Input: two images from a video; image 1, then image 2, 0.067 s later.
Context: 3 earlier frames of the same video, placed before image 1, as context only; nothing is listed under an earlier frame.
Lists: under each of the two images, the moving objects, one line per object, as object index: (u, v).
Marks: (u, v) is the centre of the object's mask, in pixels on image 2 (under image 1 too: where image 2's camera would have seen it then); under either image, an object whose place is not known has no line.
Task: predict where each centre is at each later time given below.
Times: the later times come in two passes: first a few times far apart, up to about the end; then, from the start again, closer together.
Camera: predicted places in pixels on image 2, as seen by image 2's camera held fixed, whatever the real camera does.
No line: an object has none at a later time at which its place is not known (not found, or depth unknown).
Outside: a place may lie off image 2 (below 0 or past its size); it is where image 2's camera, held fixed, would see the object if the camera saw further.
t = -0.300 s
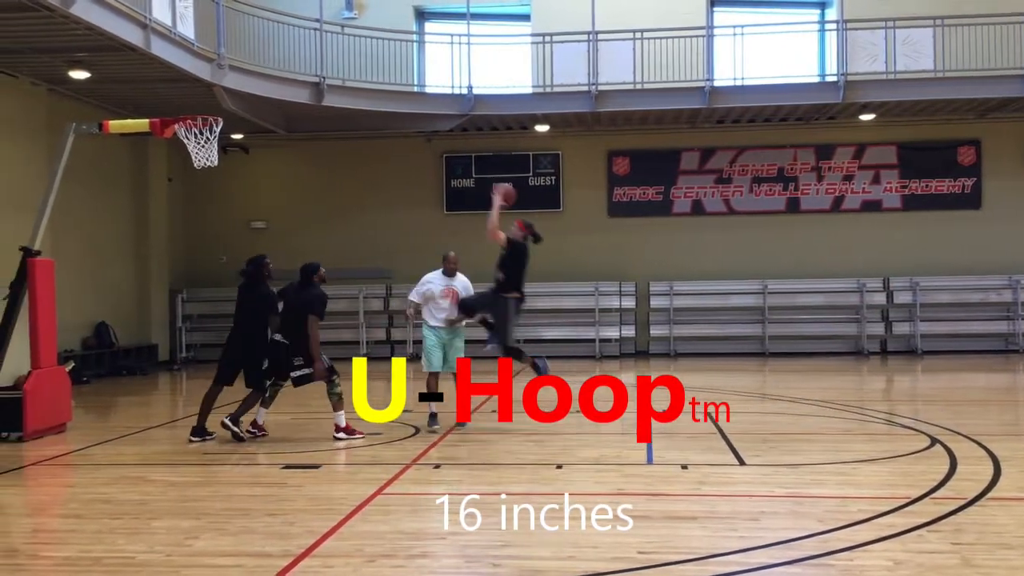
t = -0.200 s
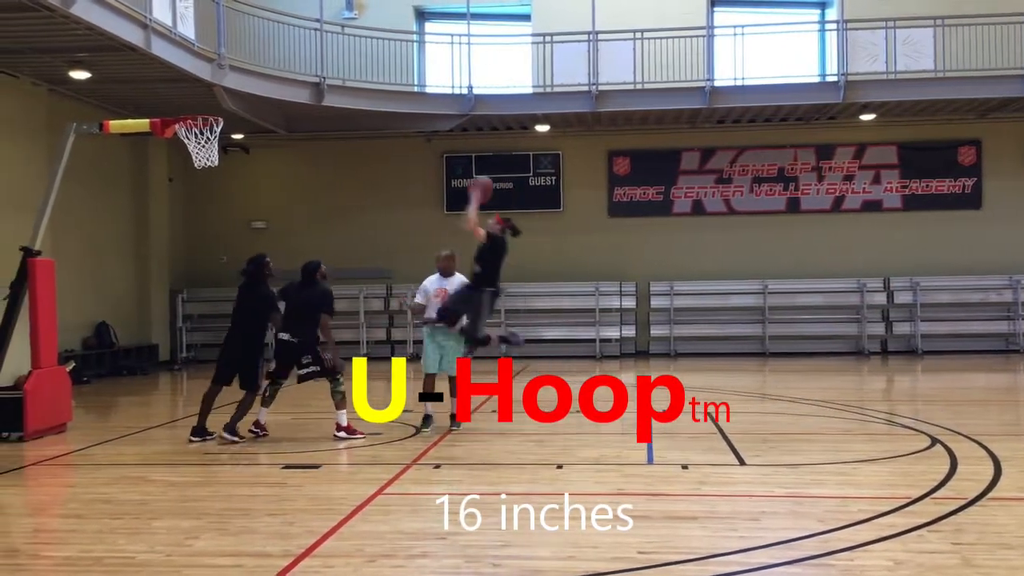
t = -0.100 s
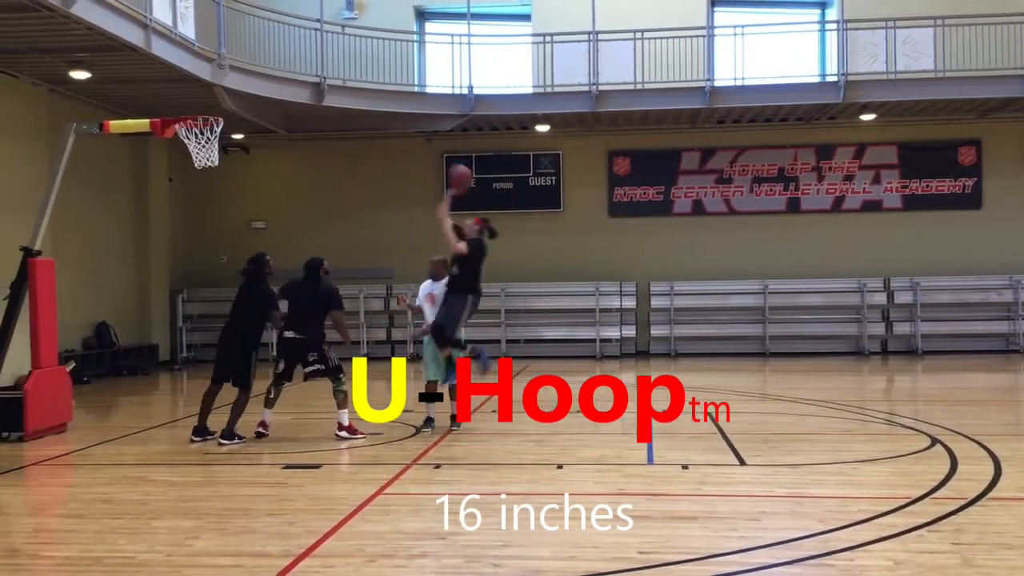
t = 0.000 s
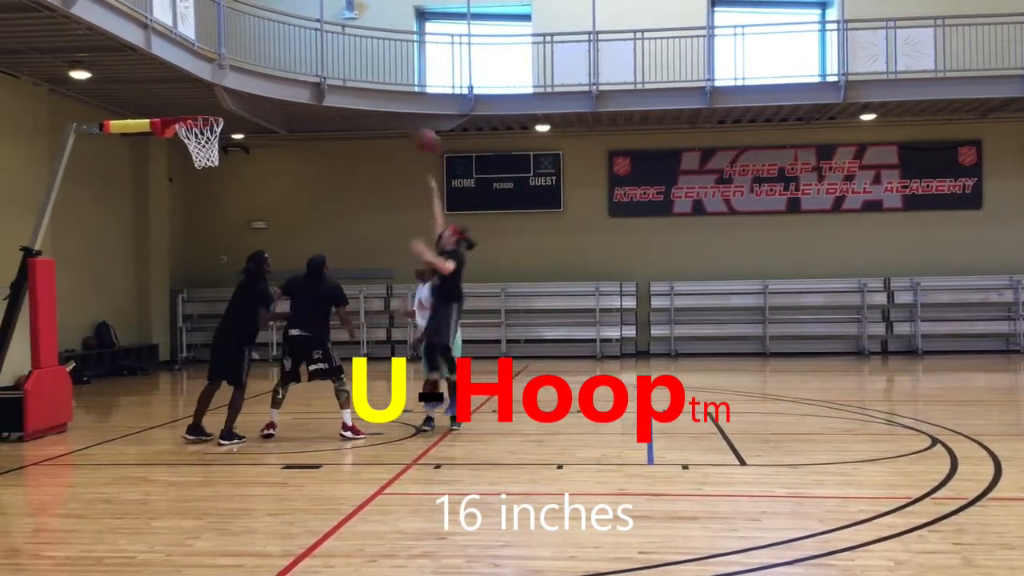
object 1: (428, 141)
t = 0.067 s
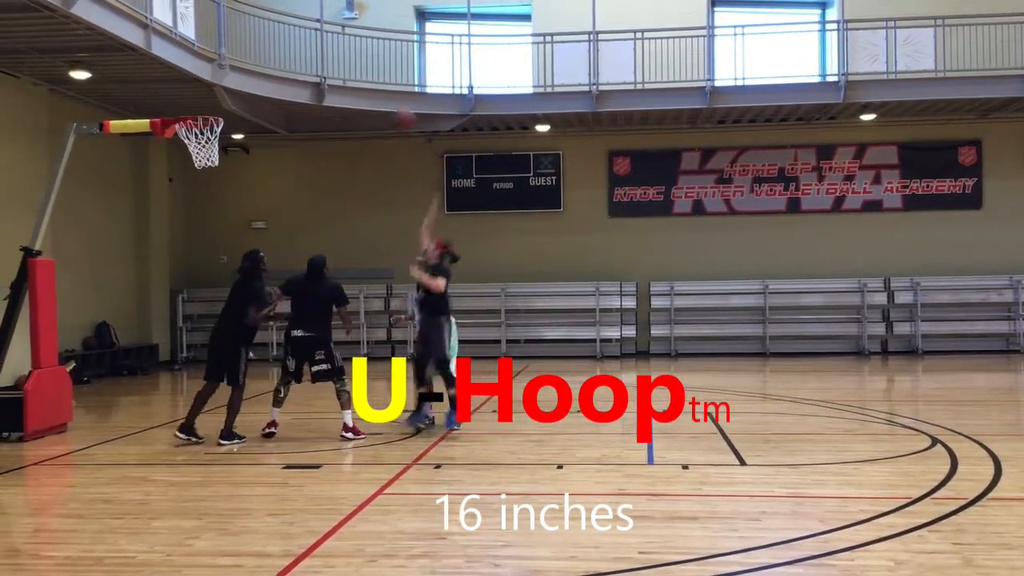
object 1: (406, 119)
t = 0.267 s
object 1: (330, 81)
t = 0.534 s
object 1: (234, 88)
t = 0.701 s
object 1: (199, 111)
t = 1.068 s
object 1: (216, 130)
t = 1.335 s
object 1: (200, 175)
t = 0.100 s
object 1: (391, 110)
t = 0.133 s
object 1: (378, 102)
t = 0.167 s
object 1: (365, 96)
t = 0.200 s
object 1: (354, 89)
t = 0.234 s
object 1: (342, 86)
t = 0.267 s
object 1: (330, 81)
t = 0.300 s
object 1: (318, 77)
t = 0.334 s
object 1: (306, 76)
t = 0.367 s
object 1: (293, 75)
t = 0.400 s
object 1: (282, 76)
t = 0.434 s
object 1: (270, 77)
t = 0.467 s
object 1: (258, 81)
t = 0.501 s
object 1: (246, 83)
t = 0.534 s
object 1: (234, 88)
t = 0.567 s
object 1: (222, 93)
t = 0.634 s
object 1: (203, 105)
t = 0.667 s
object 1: (192, 110)
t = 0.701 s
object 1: (199, 111)
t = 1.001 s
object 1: (214, 131)
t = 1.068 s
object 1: (216, 130)
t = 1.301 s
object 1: (202, 171)
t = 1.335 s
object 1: (200, 175)
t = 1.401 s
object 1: (196, 191)
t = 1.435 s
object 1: (195, 203)
